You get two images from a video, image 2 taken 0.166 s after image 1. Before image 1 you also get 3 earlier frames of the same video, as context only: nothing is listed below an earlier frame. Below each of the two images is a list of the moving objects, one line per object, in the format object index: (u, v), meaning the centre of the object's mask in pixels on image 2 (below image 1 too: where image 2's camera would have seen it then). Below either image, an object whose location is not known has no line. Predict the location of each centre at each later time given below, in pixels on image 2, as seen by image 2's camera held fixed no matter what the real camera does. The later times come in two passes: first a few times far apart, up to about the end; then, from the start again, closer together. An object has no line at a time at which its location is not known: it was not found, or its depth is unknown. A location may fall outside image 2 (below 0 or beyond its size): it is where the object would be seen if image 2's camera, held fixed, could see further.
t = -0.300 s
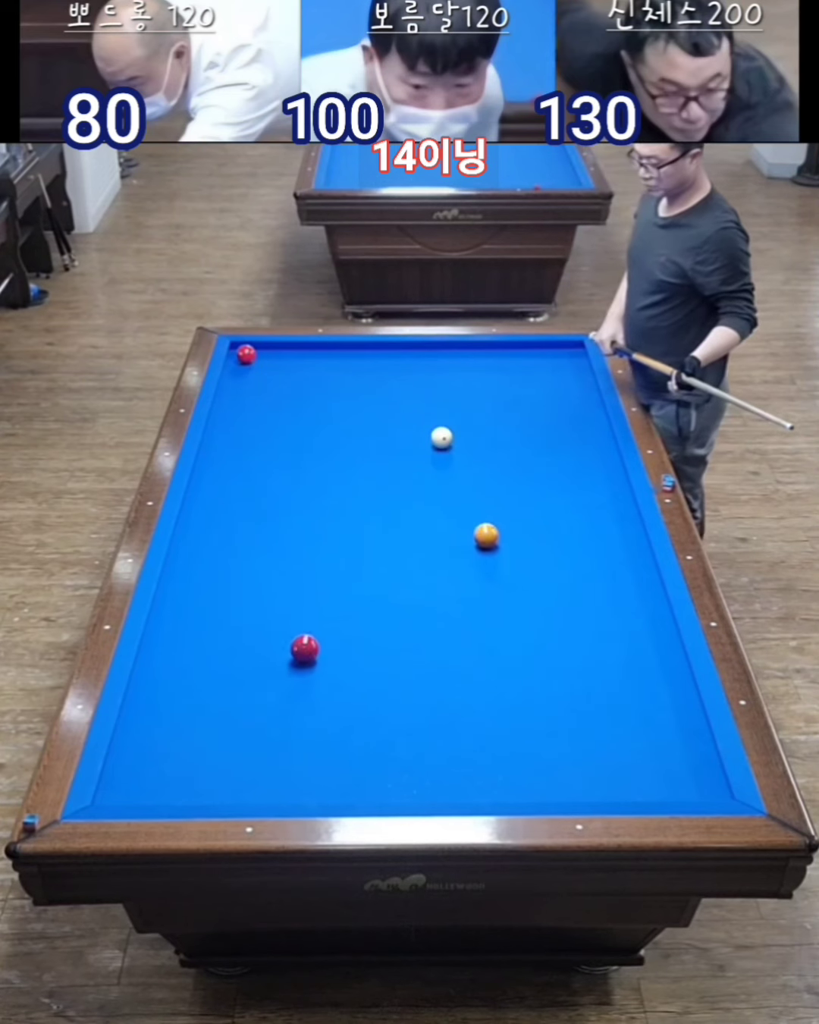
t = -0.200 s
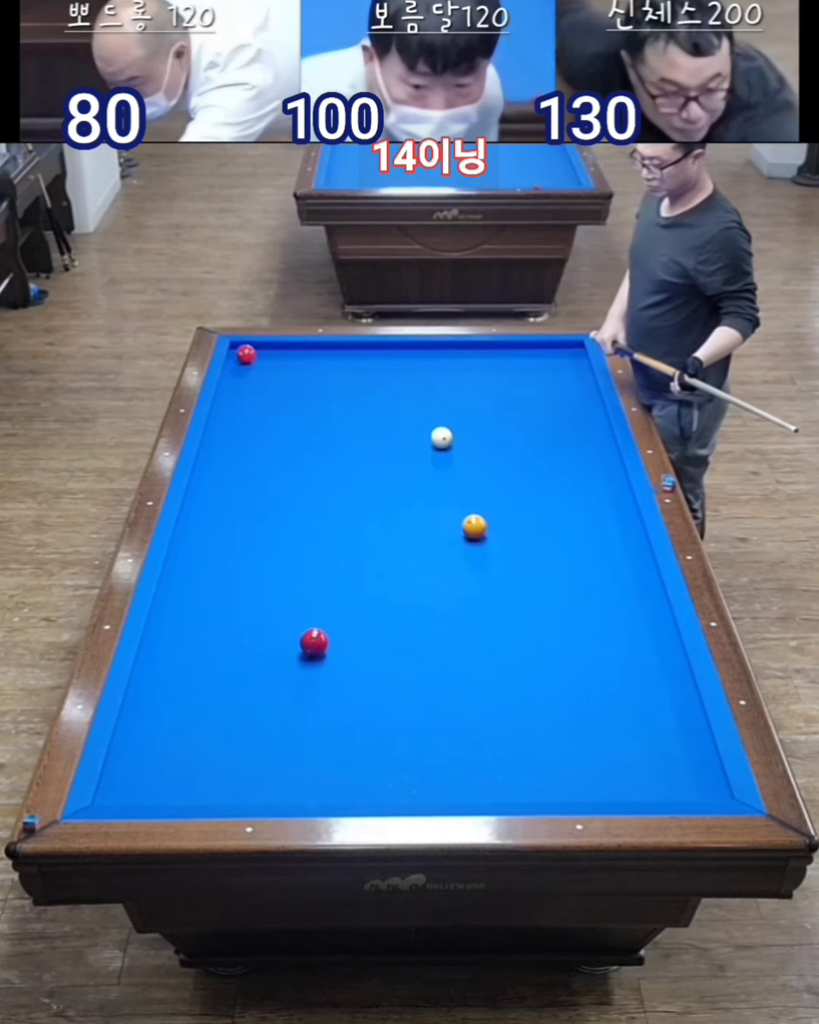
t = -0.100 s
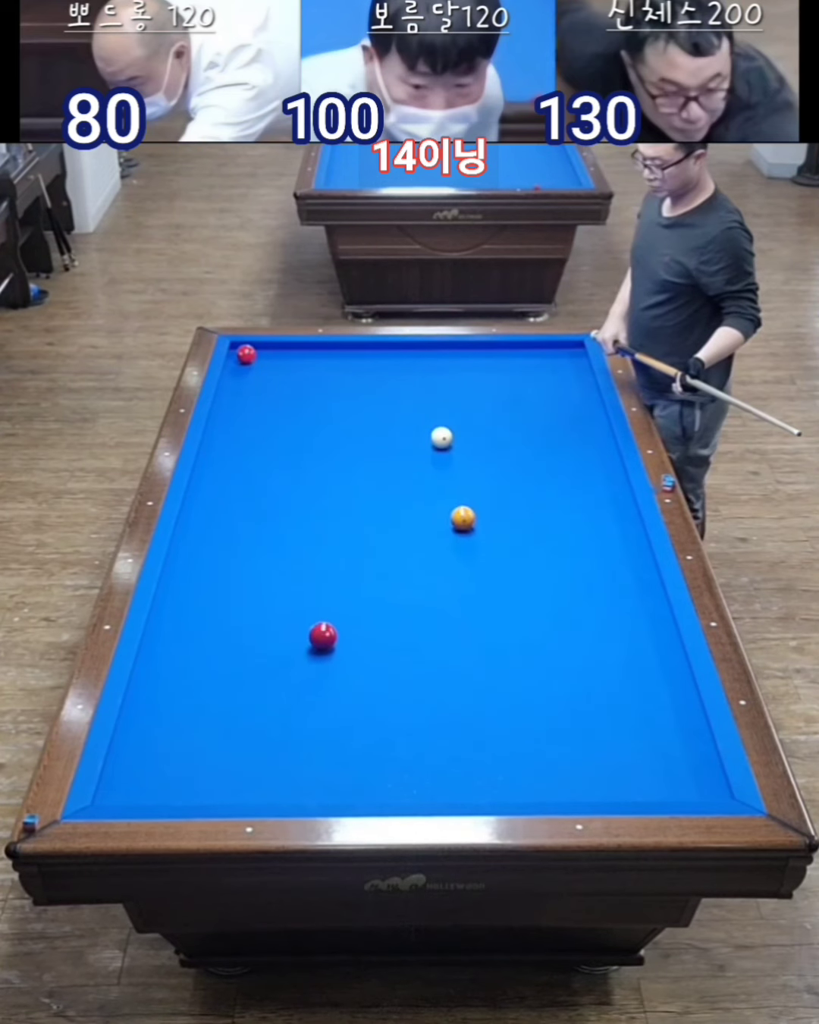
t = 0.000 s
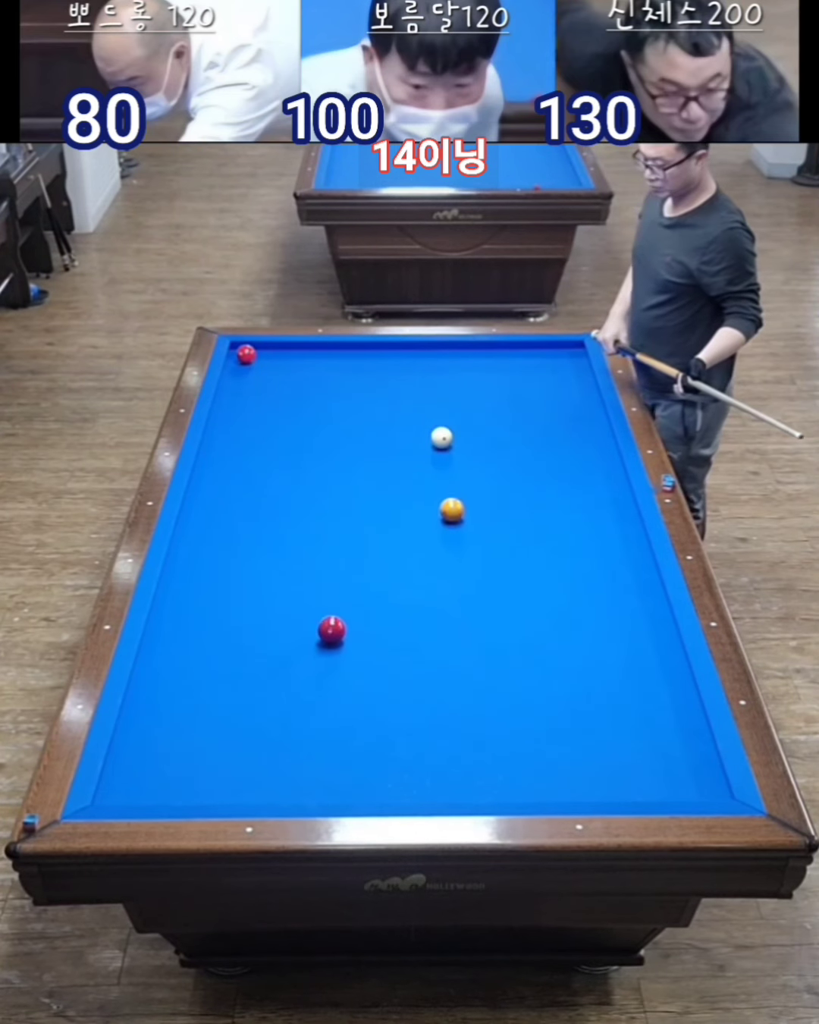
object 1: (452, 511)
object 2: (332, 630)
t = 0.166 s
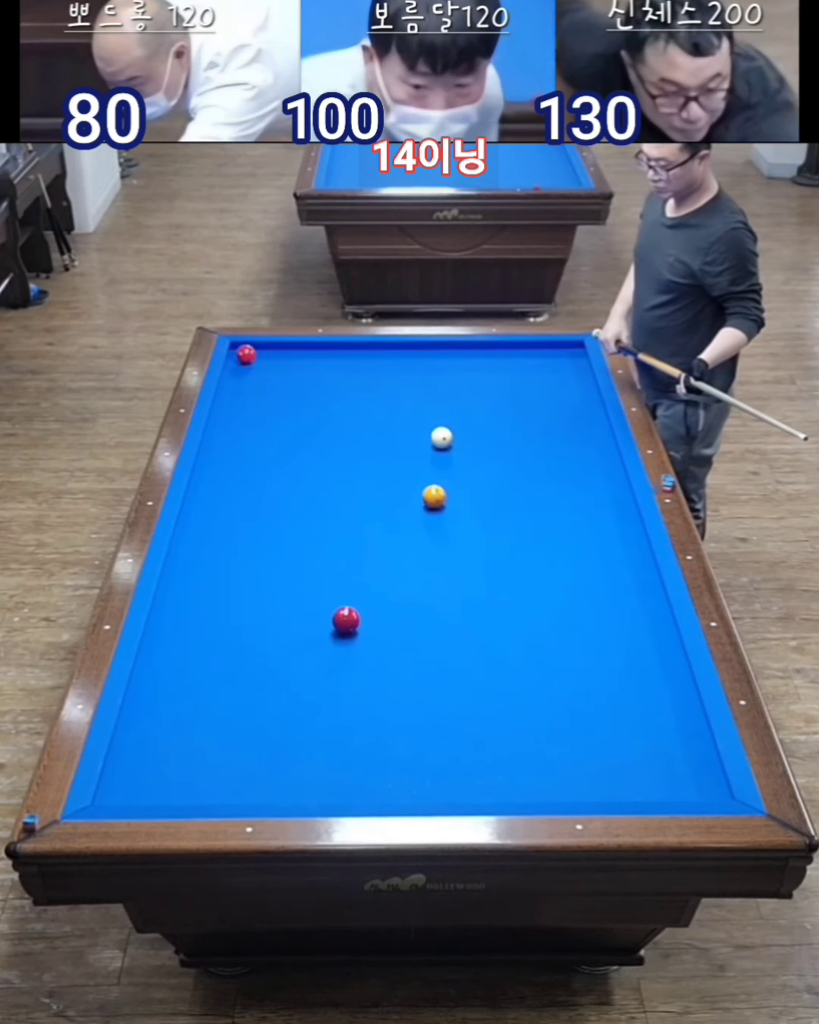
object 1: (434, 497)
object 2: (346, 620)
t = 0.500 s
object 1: (401, 473)
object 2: (372, 602)
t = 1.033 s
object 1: (355, 438)
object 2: (410, 576)
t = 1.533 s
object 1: (317, 409)
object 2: (441, 555)
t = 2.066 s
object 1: (283, 383)
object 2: (469, 535)
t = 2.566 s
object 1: (255, 361)
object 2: (492, 519)
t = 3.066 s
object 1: (249, 357)
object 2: (512, 504)
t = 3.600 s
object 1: (247, 358)
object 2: (533, 489)
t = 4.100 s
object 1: (247, 360)
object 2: (560, 472)
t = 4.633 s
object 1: (246, 360)
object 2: (579, 459)
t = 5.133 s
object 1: (247, 360)
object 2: (589, 453)
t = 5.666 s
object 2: (591, 452)
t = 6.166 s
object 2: (591, 452)
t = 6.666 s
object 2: (591, 452)
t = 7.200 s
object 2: (591, 452)
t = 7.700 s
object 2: (590, 452)
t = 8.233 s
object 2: (591, 452)
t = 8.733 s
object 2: (591, 452)
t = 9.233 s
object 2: (591, 452)
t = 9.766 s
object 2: (591, 452)
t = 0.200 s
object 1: (431, 495)
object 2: (349, 618)
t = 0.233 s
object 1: (428, 492)
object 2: (352, 616)
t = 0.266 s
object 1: (424, 490)
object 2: (354, 615)
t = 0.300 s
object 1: (421, 487)
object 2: (357, 613)
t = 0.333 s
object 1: (417, 485)
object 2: (360, 611)
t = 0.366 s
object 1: (414, 482)
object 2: (362, 609)
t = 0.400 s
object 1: (411, 480)
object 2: (365, 608)
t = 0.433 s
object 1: (408, 477)
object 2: (367, 606)
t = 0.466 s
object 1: (405, 475)
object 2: (370, 604)
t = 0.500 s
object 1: (401, 473)
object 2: (372, 602)
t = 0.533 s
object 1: (398, 470)
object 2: (375, 600)
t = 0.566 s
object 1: (395, 468)
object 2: (378, 599)
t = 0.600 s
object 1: (392, 466)
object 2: (380, 597)
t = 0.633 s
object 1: (389, 463)
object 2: (382, 595)
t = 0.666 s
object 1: (386, 461)
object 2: (385, 593)
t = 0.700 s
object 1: (383, 459)
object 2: (387, 592)
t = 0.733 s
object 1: (380, 457)
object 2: (390, 590)
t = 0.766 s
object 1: (377, 455)
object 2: (392, 588)
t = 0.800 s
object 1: (375, 452)
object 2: (394, 587)
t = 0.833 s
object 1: (372, 450)
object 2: (396, 585)
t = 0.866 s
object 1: (369, 448)
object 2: (399, 584)
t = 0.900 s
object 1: (366, 446)
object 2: (401, 582)
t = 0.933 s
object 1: (363, 444)
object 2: (403, 581)
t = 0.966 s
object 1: (360, 442)
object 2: (406, 579)
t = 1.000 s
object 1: (358, 440)
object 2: (408, 578)
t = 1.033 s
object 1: (355, 438)
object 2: (410, 576)
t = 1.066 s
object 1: (352, 436)
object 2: (412, 575)
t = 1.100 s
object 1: (350, 434)
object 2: (414, 573)
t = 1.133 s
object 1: (347, 432)
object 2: (416, 572)
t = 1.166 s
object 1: (344, 430)
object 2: (419, 570)
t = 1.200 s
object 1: (342, 428)
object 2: (421, 569)
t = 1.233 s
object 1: (339, 426)
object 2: (423, 567)
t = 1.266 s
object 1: (337, 424)
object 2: (425, 566)
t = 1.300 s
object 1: (334, 422)
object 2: (427, 564)
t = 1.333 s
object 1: (332, 420)
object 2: (429, 563)
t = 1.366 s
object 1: (330, 418)
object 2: (431, 562)
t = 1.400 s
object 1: (327, 416)
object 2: (433, 560)
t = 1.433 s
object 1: (324, 415)
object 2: (435, 559)
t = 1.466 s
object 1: (322, 413)
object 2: (437, 558)
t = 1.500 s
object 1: (320, 411)
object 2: (439, 556)
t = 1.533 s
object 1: (317, 409)
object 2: (441, 555)
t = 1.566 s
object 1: (315, 408)
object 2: (443, 554)
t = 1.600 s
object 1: (313, 406)
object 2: (445, 552)
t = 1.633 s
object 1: (311, 404)
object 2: (446, 551)
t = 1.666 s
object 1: (308, 402)
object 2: (448, 550)
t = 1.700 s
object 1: (306, 400)
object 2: (450, 548)
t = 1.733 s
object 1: (304, 399)
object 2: (452, 547)
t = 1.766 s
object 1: (302, 397)
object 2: (454, 546)
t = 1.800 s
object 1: (300, 395)
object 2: (456, 544)
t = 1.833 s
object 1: (297, 394)
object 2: (457, 543)
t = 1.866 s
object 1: (295, 392)
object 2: (459, 542)
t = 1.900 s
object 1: (293, 390)
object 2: (461, 541)
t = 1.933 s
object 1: (291, 389)
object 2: (462, 540)
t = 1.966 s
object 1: (289, 387)
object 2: (464, 539)
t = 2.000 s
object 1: (287, 386)
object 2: (466, 537)
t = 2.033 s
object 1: (285, 384)
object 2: (468, 536)
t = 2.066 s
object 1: (283, 383)
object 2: (469, 535)
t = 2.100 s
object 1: (281, 381)
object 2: (471, 534)
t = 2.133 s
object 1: (279, 379)
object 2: (473, 533)
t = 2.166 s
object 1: (277, 378)
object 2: (474, 532)
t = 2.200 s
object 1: (275, 377)
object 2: (476, 531)
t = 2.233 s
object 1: (273, 375)
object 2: (477, 530)
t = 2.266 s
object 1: (271, 373)
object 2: (479, 528)
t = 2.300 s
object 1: (269, 372)
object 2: (480, 527)
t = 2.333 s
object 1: (267, 371)
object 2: (482, 526)
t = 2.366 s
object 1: (265, 369)
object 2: (483, 525)
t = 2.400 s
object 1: (264, 368)
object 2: (485, 524)
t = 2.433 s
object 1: (262, 366)
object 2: (486, 523)
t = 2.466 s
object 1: (260, 365)
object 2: (487, 521)
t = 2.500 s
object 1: (258, 364)
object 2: (489, 520)
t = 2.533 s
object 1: (257, 362)
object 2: (491, 520)
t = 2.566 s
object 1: (255, 361)
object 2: (492, 519)
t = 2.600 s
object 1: (254, 361)
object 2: (493, 518)
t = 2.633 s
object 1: (254, 360)
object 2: (495, 517)
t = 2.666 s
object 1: (254, 360)
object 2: (496, 516)
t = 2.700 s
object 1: (253, 360)
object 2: (498, 515)
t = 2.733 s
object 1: (253, 359)
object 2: (499, 514)
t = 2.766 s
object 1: (252, 359)
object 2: (500, 513)
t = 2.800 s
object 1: (252, 359)
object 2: (501, 512)
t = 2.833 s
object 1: (251, 358)
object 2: (503, 511)
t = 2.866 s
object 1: (251, 358)
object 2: (504, 510)
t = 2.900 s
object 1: (251, 358)
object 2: (505, 509)
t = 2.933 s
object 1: (250, 358)
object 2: (507, 508)
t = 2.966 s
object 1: (250, 357)
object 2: (508, 507)
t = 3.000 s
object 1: (250, 357)
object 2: (509, 506)
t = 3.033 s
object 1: (249, 357)
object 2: (511, 506)
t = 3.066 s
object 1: (249, 357)
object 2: (512, 504)
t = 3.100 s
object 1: (249, 357)
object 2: (513, 503)
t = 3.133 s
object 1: (248, 356)
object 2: (514, 502)
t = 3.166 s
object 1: (248, 356)
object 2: (515, 502)
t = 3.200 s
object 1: (248, 356)
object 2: (516, 501)
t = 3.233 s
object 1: (248, 356)
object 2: (518, 500)
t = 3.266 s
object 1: (248, 356)
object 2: (519, 499)
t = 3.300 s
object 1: (248, 356)
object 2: (520, 499)
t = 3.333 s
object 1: (247, 357)
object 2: (521, 498)
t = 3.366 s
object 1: (247, 357)
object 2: (522, 497)
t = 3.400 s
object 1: (247, 357)
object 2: (523, 496)
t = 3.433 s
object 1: (247, 357)
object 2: (524, 495)
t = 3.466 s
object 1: (247, 357)
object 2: (525, 495)
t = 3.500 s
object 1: (247, 357)
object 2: (527, 494)
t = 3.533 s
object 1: (247, 358)
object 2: (528, 492)
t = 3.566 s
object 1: (247, 358)
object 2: (530, 491)
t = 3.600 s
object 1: (247, 358)
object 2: (533, 489)
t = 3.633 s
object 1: (247, 358)
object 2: (535, 488)
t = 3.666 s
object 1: (247, 359)
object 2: (536, 486)
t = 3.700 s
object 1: (247, 359)
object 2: (539, 485)
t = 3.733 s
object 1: (247, 359)
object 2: (540, 484)
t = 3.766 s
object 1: (247, 360)
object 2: (542, 482)
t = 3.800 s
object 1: (247, 360)
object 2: (544, 481)
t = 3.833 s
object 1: (247, 360)
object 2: (546, 480)
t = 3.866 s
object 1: (247, 360)
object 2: (548, 479)
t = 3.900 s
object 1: (247, 360)
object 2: (550, 478)
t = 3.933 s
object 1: (247, 360)
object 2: (551, 477)
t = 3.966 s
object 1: (247, 360)
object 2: (553, 475)
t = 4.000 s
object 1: (247, 360)
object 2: (555, 474)
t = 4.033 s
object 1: (247, 360)
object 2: (557, 473)
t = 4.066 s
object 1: (247, 360)
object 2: (558, 472)
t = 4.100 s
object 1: (247, 360)
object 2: (560, 472)
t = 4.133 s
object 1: (247, 360)
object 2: (562, 471)
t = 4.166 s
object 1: (247, 360)
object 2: (563, 469)
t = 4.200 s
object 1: (247, 360)
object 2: (564, 468)
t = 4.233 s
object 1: (247, 360)
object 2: (565, 467)
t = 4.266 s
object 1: (247, 360)
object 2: (567, 466)
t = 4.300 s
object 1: (247, 360)
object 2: (568, 466)
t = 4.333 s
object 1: (247, 360)
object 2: (569, 465)
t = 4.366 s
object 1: (247, 360)
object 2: (571, 464)
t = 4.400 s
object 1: (247, 360)
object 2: (572, 463)
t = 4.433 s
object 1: (246, 360)
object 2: (573, 463)
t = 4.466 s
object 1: (246, 360)
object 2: (574, 462)
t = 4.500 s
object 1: (246, 360)
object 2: (575, 461)
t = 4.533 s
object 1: (246, 360)
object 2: (576, 461)
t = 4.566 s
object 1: (246, 360)
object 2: (577, 460)
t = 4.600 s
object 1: (246, 360)
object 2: (579, 460)
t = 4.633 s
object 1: (246, 360)
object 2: (579, 459)
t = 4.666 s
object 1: (246, 360)
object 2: (580, 459)
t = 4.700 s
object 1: (246, 360)
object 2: (581, 458)
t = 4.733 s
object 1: (246, 360)
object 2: (581, 458)
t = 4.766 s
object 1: (246, 360)
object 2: (582, 457)
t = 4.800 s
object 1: (246, 360)
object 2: (583, 457)
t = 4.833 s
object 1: (246, 360)
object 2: (584, 456)
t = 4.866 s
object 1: (246, 360)
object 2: (584, 456)
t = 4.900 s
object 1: (247, 360)
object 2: (585, 456)
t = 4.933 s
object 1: (247, 360)
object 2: (586, 455)
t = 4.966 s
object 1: (247, 360)
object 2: (586, 455)
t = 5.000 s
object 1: (247, 360)
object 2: (587, 454)
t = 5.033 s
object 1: (247, 360)
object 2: (587, 454)
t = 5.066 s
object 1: (247, 360)
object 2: (588, 454)
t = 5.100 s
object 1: (247, 360)
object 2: (588, 454)
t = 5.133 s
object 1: (247, 360)
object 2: (589, 453)
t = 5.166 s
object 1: (247, 360)
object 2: (589, 453)
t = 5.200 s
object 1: (247, 360)
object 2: (590, 453)
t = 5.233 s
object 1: (247, 360)
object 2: (590, 453)
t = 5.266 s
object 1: (247, 360)
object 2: (590, 453)
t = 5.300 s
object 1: (247, 360)
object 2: (590, 453)
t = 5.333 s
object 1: (247, 360)
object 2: (590, 452)
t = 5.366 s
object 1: (247, 360)
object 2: (591, 452)
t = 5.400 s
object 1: (247, 360)
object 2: (591, 452)
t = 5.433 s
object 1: (247, 360)
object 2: (591, 452)
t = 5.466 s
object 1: (247, 360)
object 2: (591, 452)
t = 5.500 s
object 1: (247, 360)
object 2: (591, 452)
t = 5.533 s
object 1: (247, 360)
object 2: (591, 452)
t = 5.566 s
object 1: (247, 360)
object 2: (591, 452)
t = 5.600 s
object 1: (247, 360)
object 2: (591, 452)
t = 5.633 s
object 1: (247, 360)
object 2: (591, 452)
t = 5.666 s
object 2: (591, 452)
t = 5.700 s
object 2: (591, 452)
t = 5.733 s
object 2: (591, 452)
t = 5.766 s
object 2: (591, 452)
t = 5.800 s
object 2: (591, 452)
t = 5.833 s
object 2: (591, 452)
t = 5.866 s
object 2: (591, 452)
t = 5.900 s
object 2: (591, 452)
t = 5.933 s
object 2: (591, 452)
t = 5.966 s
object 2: (591, 452)
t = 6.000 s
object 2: (591, 452)
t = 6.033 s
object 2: (591, 452)
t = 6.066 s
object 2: (591, 452)
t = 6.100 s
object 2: (591, 452)
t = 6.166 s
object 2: (591, 452)
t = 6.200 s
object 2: (591, 452)
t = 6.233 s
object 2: (591, 452)
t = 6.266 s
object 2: (591, 452)
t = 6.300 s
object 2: (591, 452)
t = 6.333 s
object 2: (591, 452)
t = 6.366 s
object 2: (591, 452)
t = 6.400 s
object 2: (591, 452)
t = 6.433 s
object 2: (591, 452)
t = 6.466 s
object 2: (591, 452)
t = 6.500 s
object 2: (591, 452)
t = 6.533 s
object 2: (591, 452)
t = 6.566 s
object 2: (591, 452)
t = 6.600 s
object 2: (591, 452)
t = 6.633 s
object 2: (591, 452)
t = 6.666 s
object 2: (591, 452)
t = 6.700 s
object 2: (591, 452)
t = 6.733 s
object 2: (591, 452)
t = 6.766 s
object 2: (591, 452)
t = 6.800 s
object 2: (591, 452)
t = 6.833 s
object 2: (591, 452)
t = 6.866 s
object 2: (591, 452)
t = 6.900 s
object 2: (591, 452)
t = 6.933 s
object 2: (591, 452)
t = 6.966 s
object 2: (591, 452)
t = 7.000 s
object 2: (591, 452)
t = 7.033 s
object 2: (591, 452)
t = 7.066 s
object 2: (591, 452)
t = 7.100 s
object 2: (591, 452)
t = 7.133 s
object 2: (591, 452)
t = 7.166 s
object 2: (591, 452)
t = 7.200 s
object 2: (591, 452)
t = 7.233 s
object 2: (591, 452)
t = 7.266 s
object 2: (591, 452)
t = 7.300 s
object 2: (591, 452)
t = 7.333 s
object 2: (591, 452)
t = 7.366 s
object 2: (591, 452)
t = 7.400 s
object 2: (591, 452)
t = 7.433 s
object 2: (591, 452)
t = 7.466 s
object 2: (591, 452)
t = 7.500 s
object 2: (591, 452)
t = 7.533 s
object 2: (591, 452)
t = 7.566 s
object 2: (591, 452)
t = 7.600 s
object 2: (591, 452)
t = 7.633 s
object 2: (591, 452)
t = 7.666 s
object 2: (590, 452)
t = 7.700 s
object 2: (590, 452)
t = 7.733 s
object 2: (590, 452)
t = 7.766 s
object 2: (590, 452)
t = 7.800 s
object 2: (590, 452)
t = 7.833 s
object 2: (590, 452)
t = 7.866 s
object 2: (590, 452)
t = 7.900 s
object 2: (591, 452)
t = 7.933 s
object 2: (591, 452)
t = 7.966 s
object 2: (591, 452)
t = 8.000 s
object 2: (591, 452)
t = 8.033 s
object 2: (591, 452)
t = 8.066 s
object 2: (591, 452)
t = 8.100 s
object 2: (591, 452)
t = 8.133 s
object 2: (591, 452)
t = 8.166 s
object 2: (591, 452)
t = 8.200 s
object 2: (591, 452)
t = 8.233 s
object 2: (591, 452)
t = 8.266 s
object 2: (591, 452)
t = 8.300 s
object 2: (591, 452)
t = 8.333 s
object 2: (591, 452)
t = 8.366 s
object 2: (591, 452)
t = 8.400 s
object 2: (591, 452)
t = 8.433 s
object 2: (591, 452)
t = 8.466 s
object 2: (591, 452)
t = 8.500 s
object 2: (591, 452)
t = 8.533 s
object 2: (591, 452)
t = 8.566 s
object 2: (591, 452)
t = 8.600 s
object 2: (591, 452)
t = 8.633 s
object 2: (591, 452)
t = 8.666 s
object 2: (591, 452)
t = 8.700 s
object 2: (591, 452)
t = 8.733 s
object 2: (591, 452)
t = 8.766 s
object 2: (591, 452)
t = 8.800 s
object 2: (591, 452)
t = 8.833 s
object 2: (591, 452)
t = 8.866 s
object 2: (591, 452)
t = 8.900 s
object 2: (591, 452)
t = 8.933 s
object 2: (591, 452)
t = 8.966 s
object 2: (591, 452)
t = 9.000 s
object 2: (591, 452)
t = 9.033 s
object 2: (591, 452)
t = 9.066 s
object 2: (591, 452)
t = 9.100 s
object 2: (591, 452)
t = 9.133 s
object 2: (591, 452)
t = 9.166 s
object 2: (591, 452)
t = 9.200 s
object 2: (591, 452)
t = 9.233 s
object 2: (591, 452)
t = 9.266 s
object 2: (591, 452)
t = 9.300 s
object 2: (591, 452)
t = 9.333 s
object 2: (591, 452)
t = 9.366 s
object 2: (591, 452)
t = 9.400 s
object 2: (591, 452)
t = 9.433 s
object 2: (591, 452)
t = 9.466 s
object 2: (591, 452)
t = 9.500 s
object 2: (591, 452)
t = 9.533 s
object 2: (591, 452)
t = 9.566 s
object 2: (591, 452)
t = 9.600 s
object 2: (591, 452)
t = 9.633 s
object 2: (591, 452)
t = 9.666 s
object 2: (591, 452)
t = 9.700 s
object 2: (591, 452)
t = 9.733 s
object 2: (591, 452)
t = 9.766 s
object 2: (591, 452)
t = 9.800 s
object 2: (591, 452)
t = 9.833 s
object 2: (591, 452)
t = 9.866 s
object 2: (591, 452)
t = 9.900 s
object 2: (591, 452)
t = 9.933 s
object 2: (591, 452)
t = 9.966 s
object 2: (591, 452)
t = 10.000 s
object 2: (591, 452)
